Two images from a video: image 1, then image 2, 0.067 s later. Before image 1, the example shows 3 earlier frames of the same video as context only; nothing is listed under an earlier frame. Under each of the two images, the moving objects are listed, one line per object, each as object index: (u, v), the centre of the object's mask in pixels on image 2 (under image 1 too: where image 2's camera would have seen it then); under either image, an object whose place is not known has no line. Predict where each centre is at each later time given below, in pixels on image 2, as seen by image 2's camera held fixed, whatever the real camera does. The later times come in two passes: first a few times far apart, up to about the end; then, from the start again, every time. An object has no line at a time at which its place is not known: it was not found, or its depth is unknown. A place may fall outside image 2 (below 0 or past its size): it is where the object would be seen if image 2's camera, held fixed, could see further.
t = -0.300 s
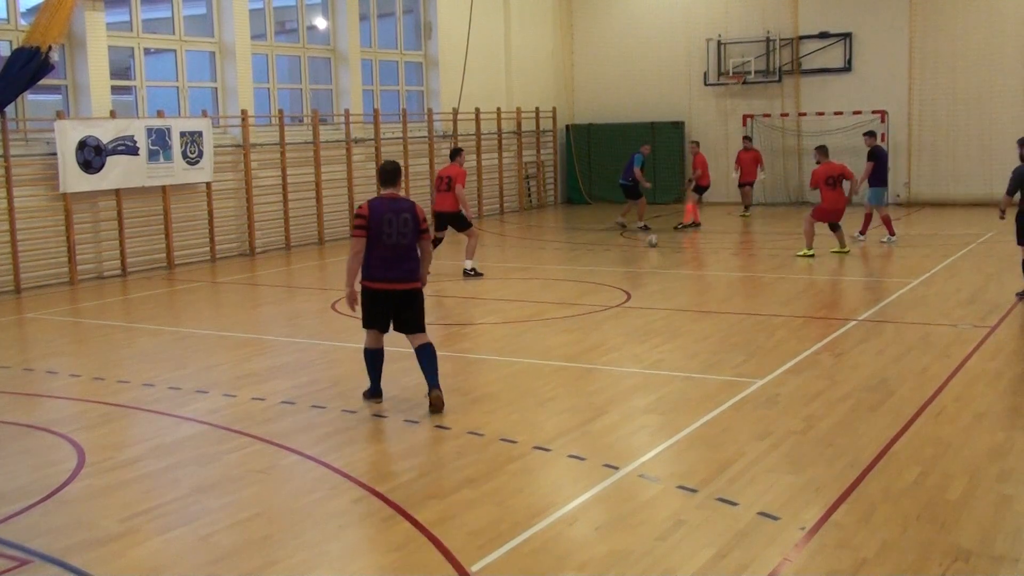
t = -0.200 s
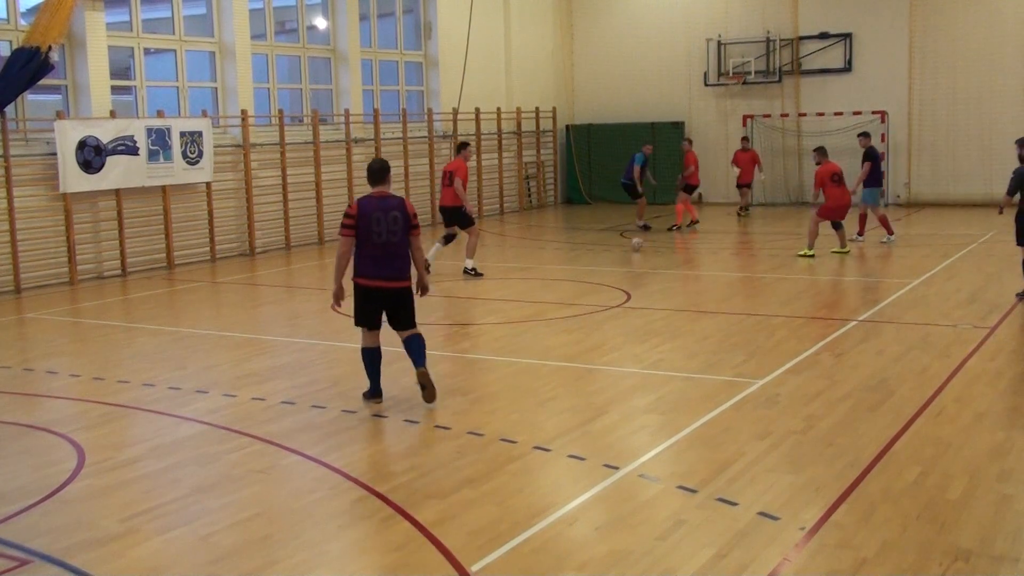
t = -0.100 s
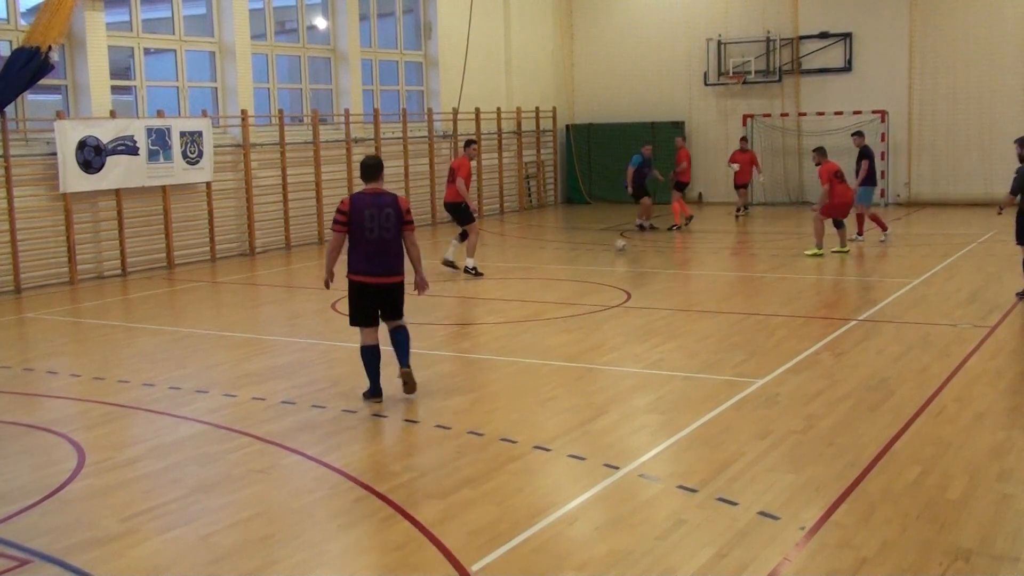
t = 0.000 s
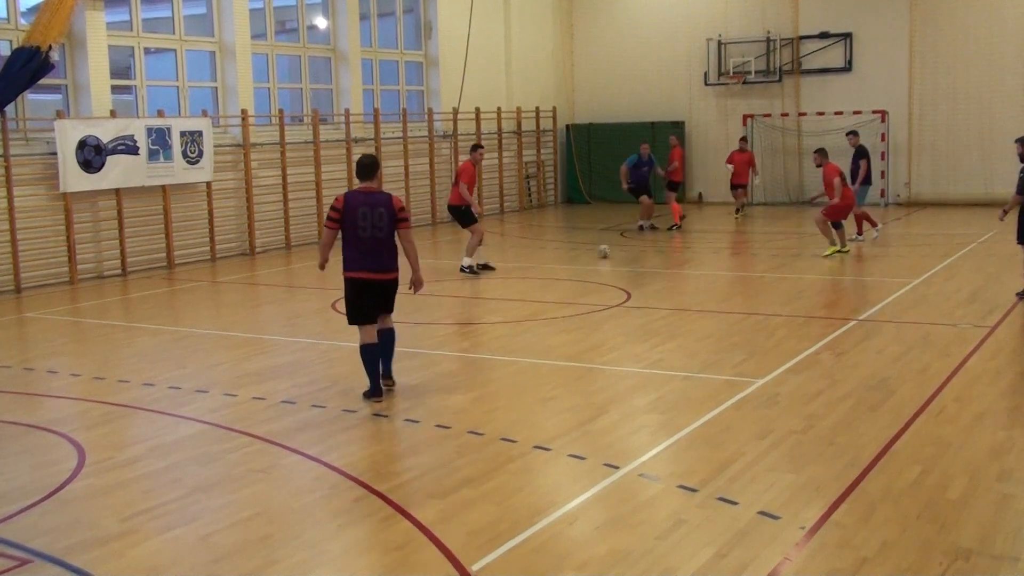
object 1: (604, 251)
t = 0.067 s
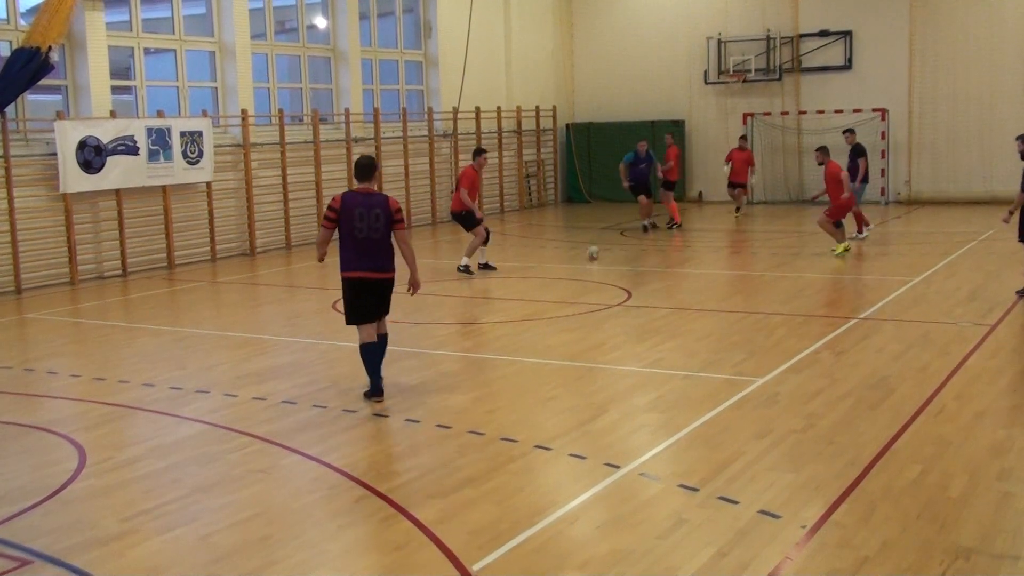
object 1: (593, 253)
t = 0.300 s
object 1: (552, 262)
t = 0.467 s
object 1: (521, 268)
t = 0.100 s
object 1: (588, 254)
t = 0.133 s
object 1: (582, 255)
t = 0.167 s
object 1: (575, 257)
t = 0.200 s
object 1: (570, 259)
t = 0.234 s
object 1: (564, 259)
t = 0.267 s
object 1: (558, 260)
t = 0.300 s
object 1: (552, 262)
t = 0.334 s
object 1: (547, 263)
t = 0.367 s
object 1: (540, 263)
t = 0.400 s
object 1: (534, 266)
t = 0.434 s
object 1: (528, 268)
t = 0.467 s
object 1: (521, 268)
